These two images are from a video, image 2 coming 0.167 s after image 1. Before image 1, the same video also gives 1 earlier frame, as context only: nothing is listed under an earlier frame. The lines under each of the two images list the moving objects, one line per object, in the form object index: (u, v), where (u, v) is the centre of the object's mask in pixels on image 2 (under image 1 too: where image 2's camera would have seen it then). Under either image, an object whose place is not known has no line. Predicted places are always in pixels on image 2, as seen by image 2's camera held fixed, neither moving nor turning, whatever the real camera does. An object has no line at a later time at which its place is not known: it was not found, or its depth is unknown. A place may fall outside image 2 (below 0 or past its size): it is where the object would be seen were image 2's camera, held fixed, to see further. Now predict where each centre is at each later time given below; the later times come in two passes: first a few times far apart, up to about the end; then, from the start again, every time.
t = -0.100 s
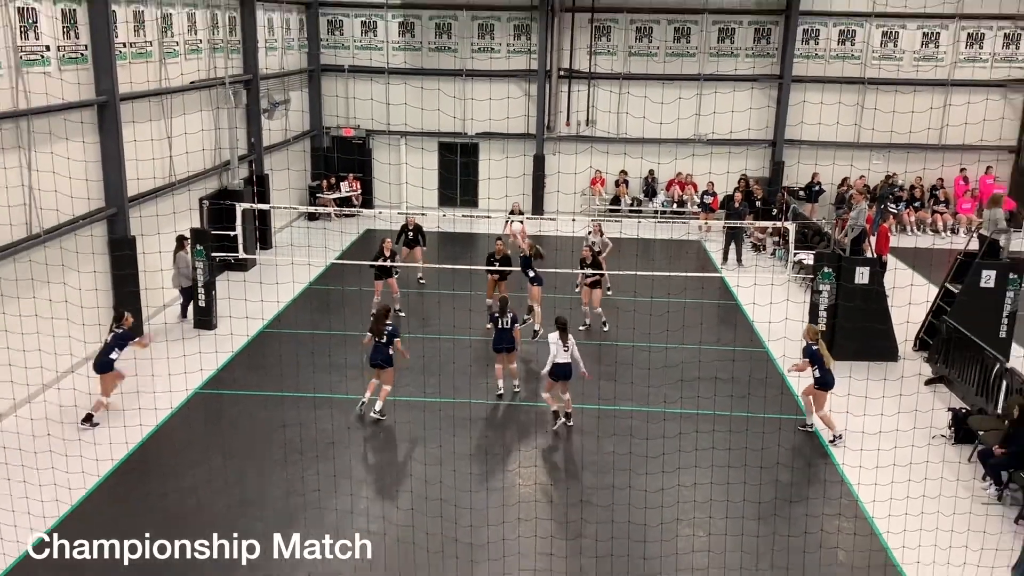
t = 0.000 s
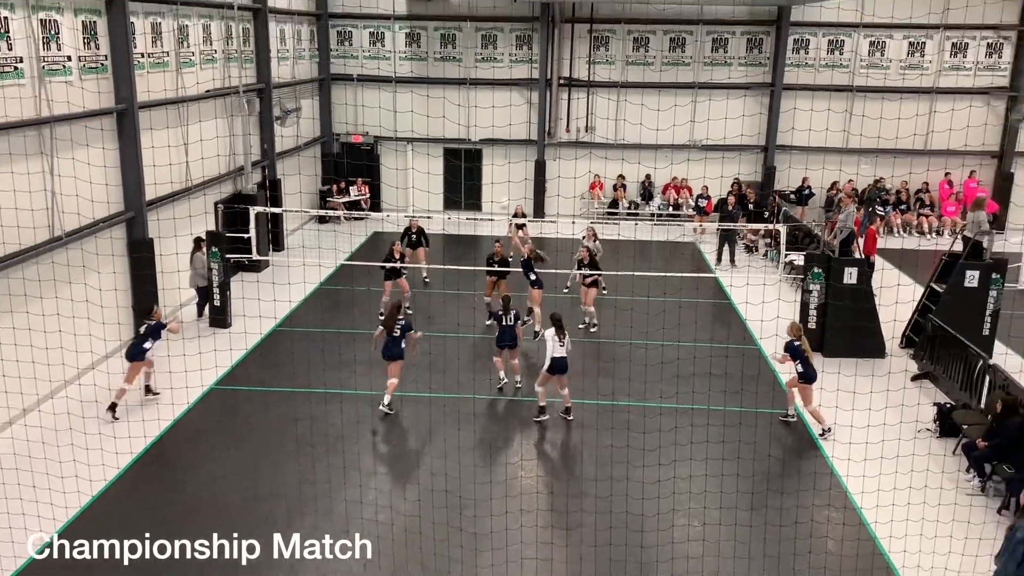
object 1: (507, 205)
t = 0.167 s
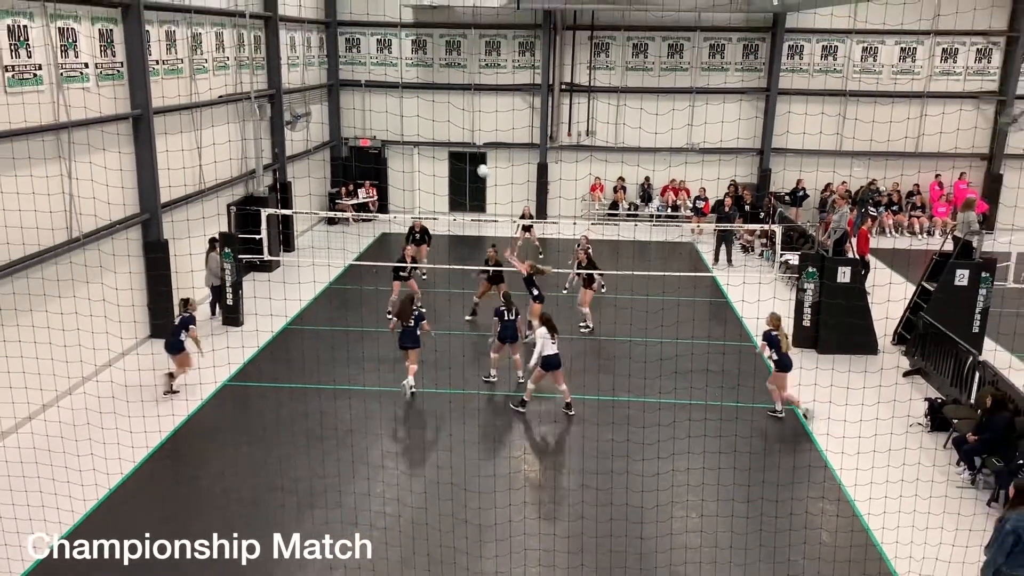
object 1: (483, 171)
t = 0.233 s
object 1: (473, 161)
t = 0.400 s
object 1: (448, 148)
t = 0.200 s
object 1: (478, 166)
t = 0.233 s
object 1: (473, 161)
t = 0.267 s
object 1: (468, 158)
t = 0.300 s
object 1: (463, 154)
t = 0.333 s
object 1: (458, 152)
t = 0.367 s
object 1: (453, 150)
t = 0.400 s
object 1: (448, 148)
